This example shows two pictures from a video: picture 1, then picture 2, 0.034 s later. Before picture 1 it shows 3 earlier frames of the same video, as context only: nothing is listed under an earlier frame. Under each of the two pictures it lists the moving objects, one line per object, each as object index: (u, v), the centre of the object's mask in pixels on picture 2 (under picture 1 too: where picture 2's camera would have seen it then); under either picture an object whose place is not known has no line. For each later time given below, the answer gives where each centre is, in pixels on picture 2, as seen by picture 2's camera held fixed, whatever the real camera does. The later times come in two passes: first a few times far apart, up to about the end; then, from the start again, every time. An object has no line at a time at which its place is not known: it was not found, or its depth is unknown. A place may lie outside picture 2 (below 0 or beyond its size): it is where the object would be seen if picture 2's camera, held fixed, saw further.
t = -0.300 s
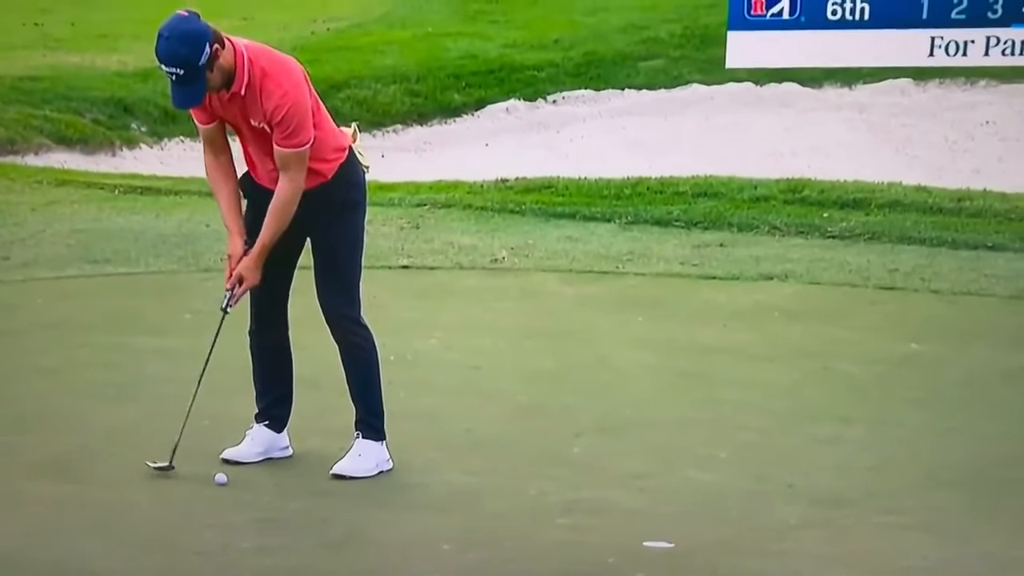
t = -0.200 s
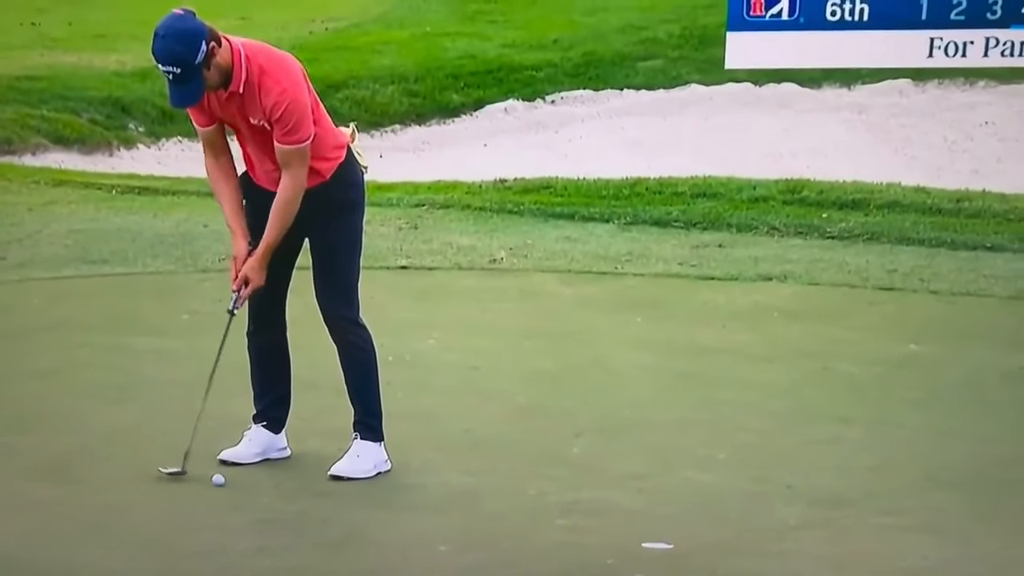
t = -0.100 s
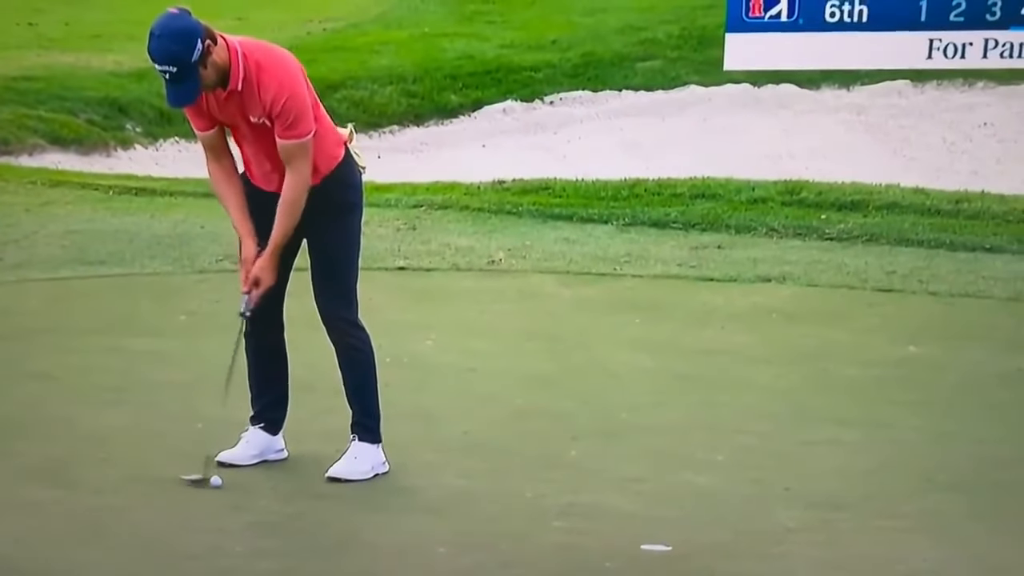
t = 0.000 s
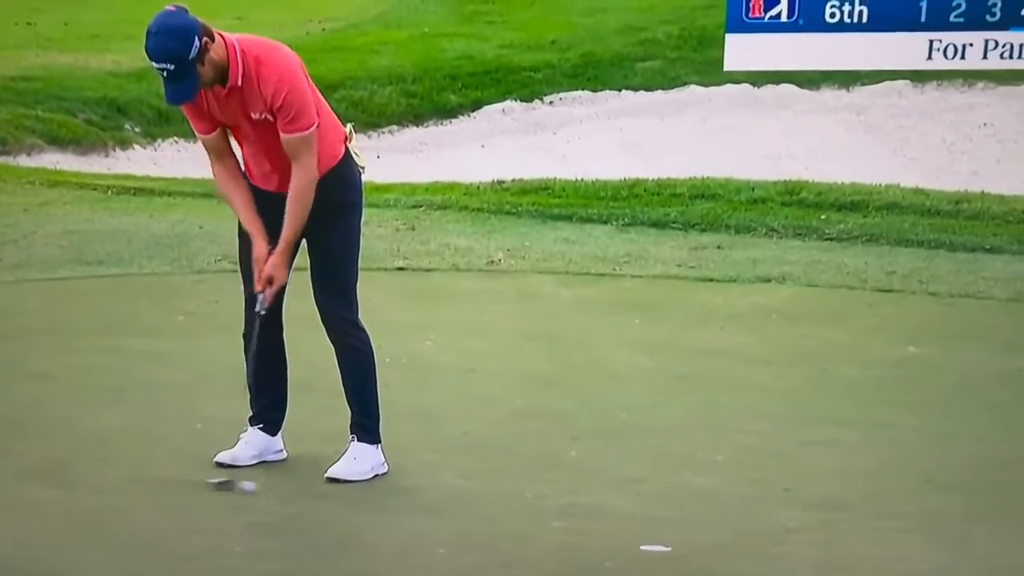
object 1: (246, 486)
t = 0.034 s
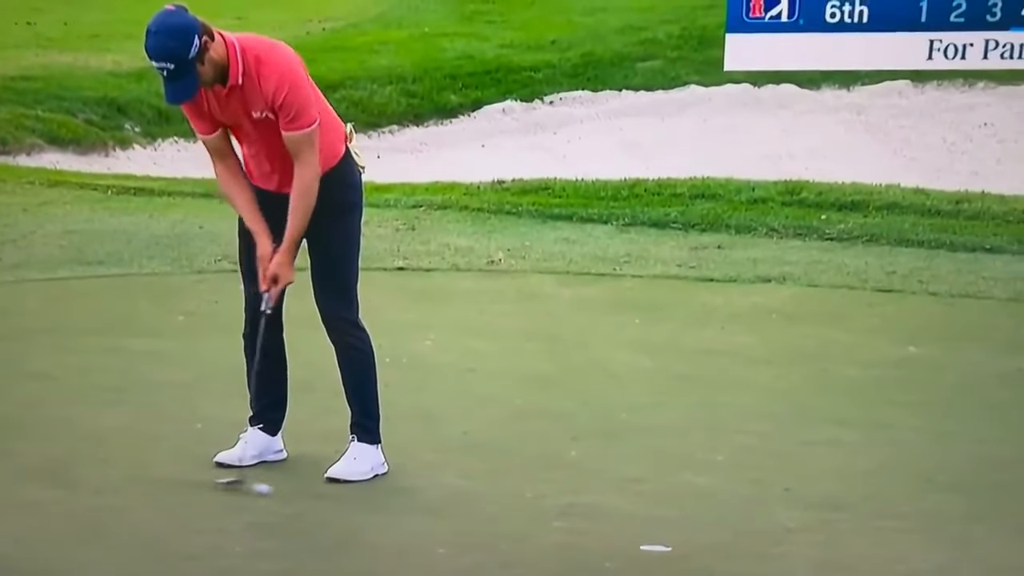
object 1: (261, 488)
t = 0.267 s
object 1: (343, 499)
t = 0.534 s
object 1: (430, 510)
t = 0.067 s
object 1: (274, 490)
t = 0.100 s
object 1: (286, 492)
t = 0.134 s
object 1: (298, 493)
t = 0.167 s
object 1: (310, 494)
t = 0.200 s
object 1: (321, 496)
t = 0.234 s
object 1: (332, 498)
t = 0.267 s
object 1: (343, 499)
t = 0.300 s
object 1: (355, 501)
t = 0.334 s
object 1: (366, 502)
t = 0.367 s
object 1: (376, 504)
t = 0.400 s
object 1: (387, 505)
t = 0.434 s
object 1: (398, 506)
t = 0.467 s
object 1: (409, 508)
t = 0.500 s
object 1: (419, 509)
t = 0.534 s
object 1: (430, 510)
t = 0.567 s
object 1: (440, 511)
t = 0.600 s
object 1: (450, 512)
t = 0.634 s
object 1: (460, 513)
